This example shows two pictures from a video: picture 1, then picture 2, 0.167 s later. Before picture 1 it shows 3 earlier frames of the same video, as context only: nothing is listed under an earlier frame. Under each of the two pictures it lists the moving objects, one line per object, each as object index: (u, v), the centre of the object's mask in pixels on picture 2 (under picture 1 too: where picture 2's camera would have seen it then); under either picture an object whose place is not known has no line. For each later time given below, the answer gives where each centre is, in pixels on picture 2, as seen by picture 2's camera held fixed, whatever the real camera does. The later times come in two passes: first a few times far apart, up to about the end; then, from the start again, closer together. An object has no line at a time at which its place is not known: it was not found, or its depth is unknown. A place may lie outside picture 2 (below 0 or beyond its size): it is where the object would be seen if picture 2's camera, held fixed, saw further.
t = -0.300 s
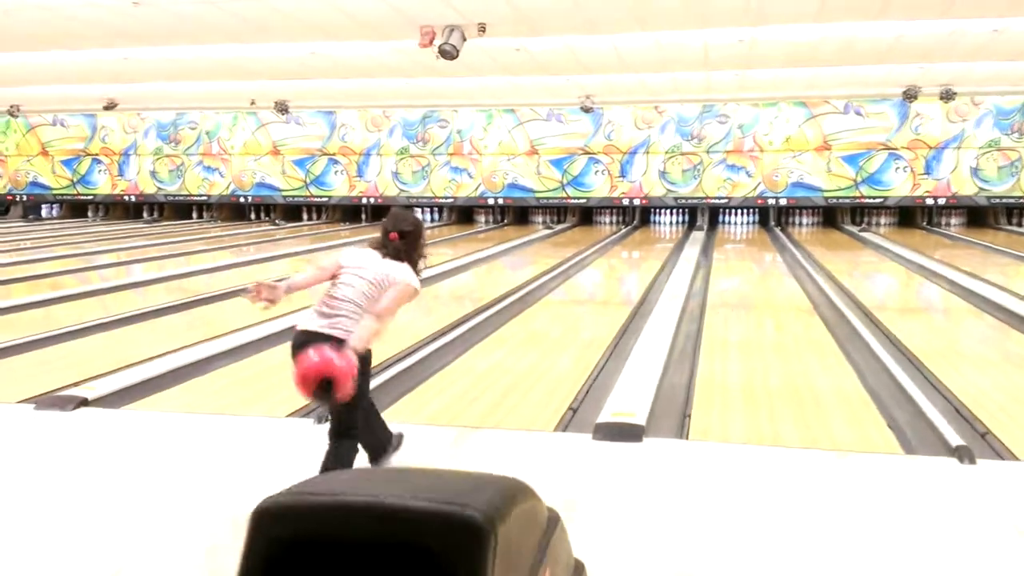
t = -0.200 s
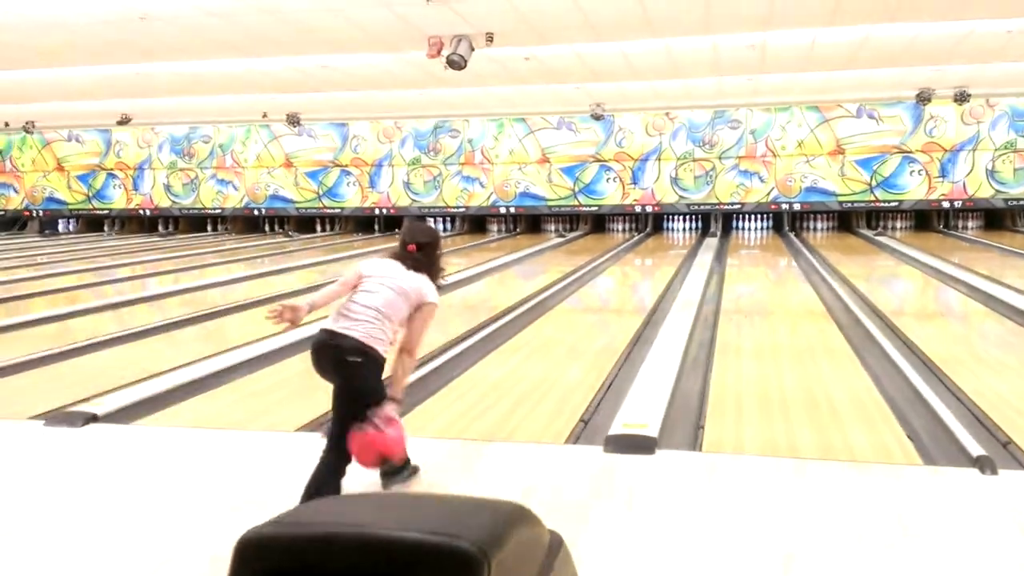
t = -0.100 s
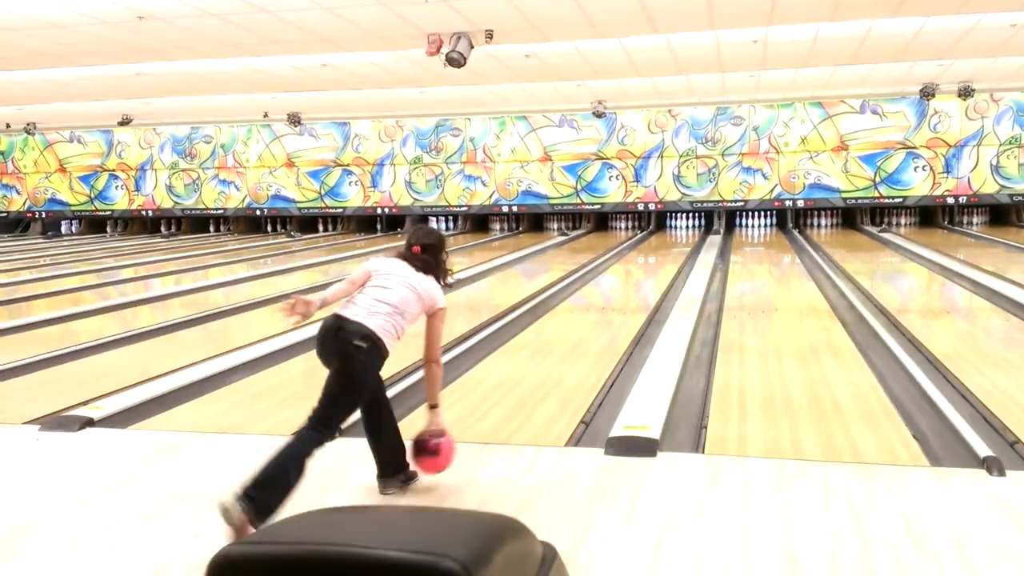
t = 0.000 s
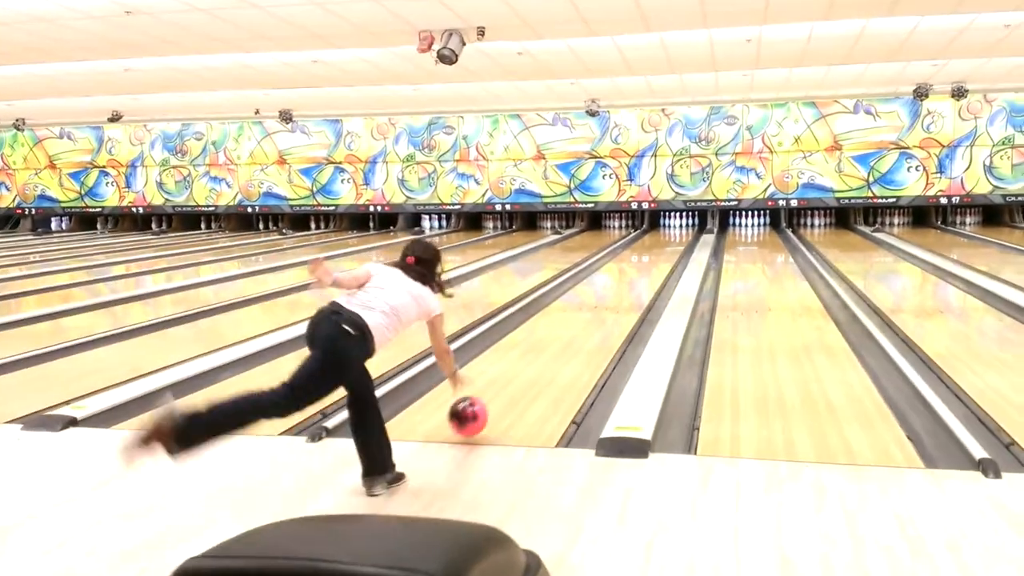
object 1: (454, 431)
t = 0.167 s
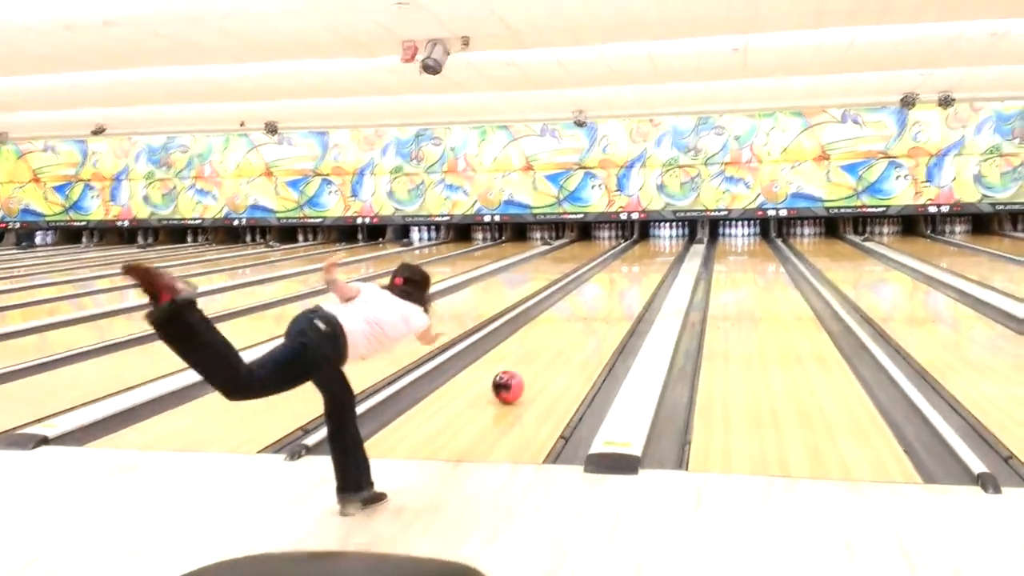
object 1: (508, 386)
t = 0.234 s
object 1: (524, 372)
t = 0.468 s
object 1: (563, 334)
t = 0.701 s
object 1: (589, 308)
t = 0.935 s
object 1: (607, 291)
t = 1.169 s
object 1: (621, 278)
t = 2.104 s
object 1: (655, 246)
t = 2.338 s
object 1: (658, 242)
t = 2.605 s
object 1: (662, 237)
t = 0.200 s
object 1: (516, 379)
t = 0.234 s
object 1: (524, 372)
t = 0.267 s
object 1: (530, 366)
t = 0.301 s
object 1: (537, 359)
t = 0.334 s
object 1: (543, 353)
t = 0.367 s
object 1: (549, 348)
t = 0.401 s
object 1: (554, 343)
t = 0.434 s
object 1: (559, 339)
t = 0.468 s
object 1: (563, 334)
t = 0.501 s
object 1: (567, 330)
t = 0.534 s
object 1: (572, 326)
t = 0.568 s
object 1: (576, 322)
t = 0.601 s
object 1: (580, 318)
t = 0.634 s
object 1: (583, 315)
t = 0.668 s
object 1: (587, 312)
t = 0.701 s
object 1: (589, 308)
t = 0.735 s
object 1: (593, 305)
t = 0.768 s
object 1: (595, 302)
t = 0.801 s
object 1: (598, 300)
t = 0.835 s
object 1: (601, 298)
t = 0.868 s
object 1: (603, 295)
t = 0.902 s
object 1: (605, 293)
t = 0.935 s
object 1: (607, 291)
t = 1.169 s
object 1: (621, 278)
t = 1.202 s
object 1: (623, 277)
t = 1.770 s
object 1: (646, 255)
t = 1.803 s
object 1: (647, 254)
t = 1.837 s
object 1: (647, 252)
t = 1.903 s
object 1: (650, 251)
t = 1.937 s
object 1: (650, 250)
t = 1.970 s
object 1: (650, 250)
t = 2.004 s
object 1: (651, 248)
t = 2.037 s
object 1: (652, 248)
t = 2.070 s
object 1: (653, 246)
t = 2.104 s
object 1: (655, 246)
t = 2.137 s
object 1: (656, 246)
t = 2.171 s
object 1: (656, 245)
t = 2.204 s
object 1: (655, 245)
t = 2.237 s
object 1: (656, 244)
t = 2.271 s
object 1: (656, 244)
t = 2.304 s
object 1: (657, 243)
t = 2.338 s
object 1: (658, 242)
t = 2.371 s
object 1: (659, 241)
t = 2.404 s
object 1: (659, 240)
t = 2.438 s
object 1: (659, 239)
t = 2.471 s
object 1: (659, 239)
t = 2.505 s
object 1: (660, 238)
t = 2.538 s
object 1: (661, 238)
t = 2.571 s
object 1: (661, 238)
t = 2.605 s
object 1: (662, 237)
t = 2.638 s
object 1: (662, 237)
